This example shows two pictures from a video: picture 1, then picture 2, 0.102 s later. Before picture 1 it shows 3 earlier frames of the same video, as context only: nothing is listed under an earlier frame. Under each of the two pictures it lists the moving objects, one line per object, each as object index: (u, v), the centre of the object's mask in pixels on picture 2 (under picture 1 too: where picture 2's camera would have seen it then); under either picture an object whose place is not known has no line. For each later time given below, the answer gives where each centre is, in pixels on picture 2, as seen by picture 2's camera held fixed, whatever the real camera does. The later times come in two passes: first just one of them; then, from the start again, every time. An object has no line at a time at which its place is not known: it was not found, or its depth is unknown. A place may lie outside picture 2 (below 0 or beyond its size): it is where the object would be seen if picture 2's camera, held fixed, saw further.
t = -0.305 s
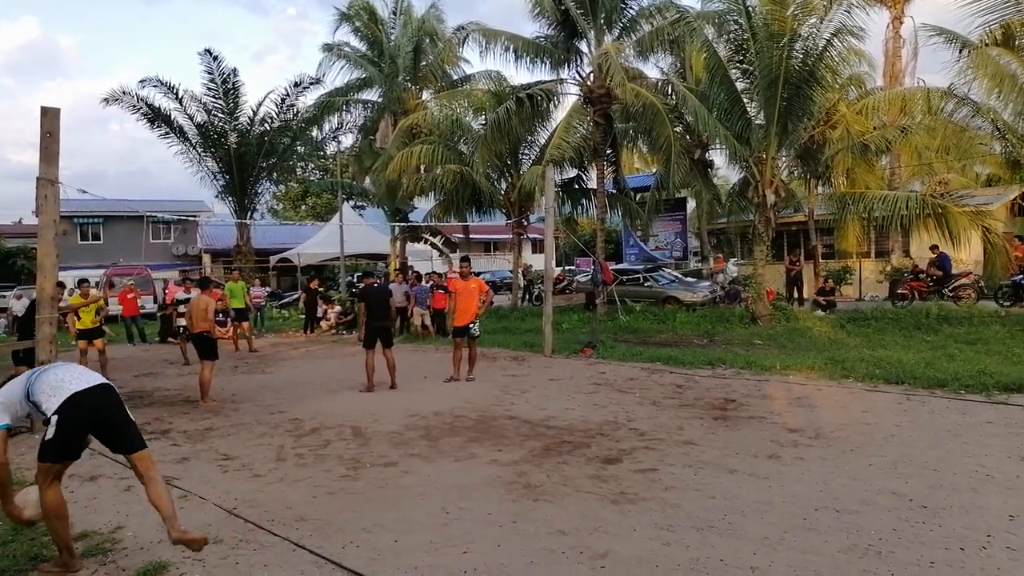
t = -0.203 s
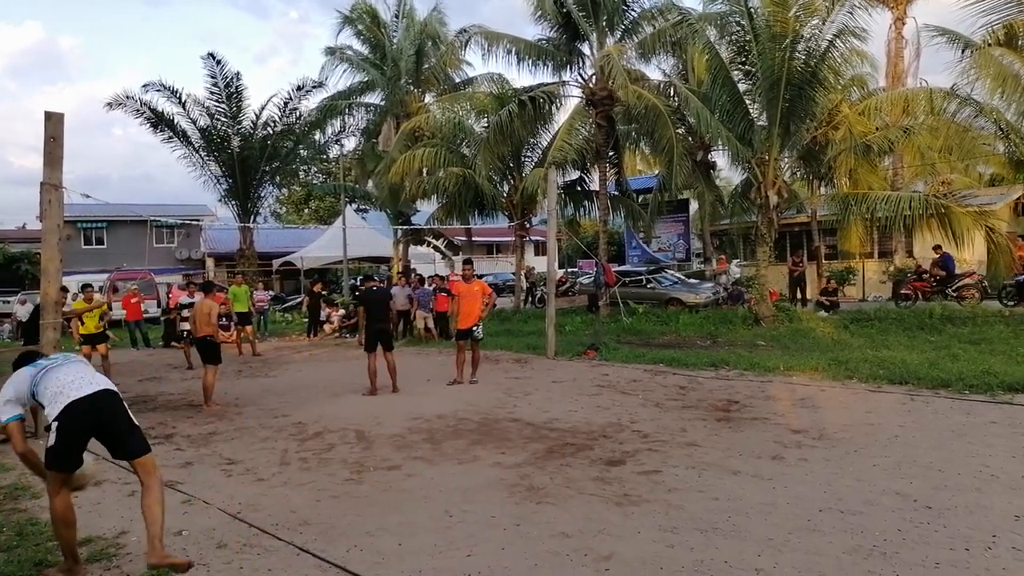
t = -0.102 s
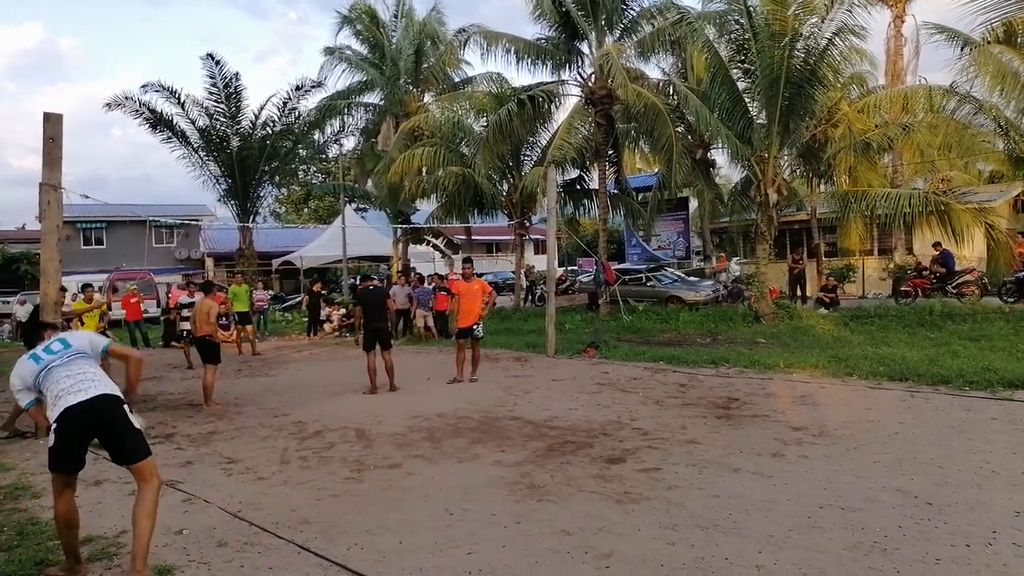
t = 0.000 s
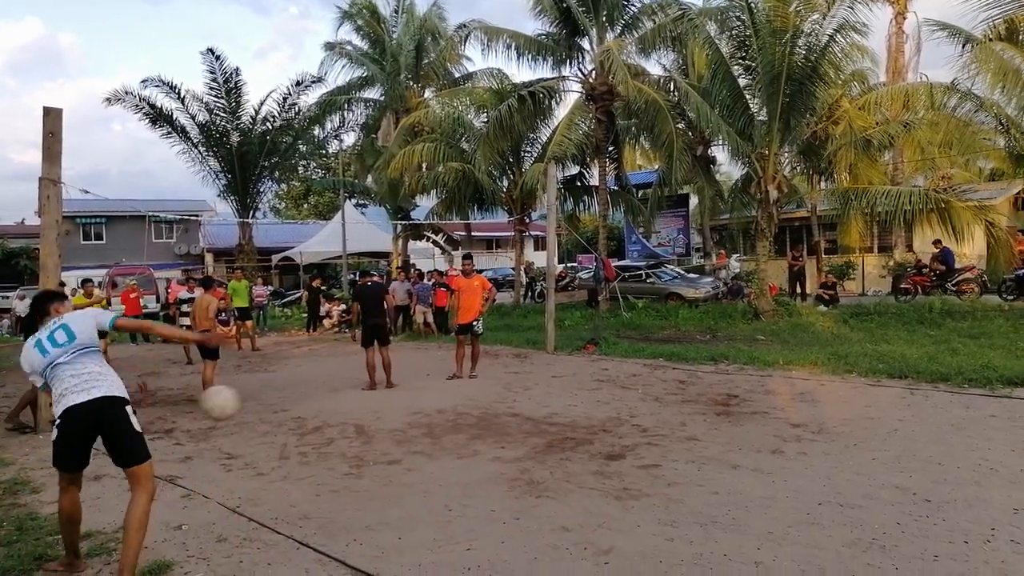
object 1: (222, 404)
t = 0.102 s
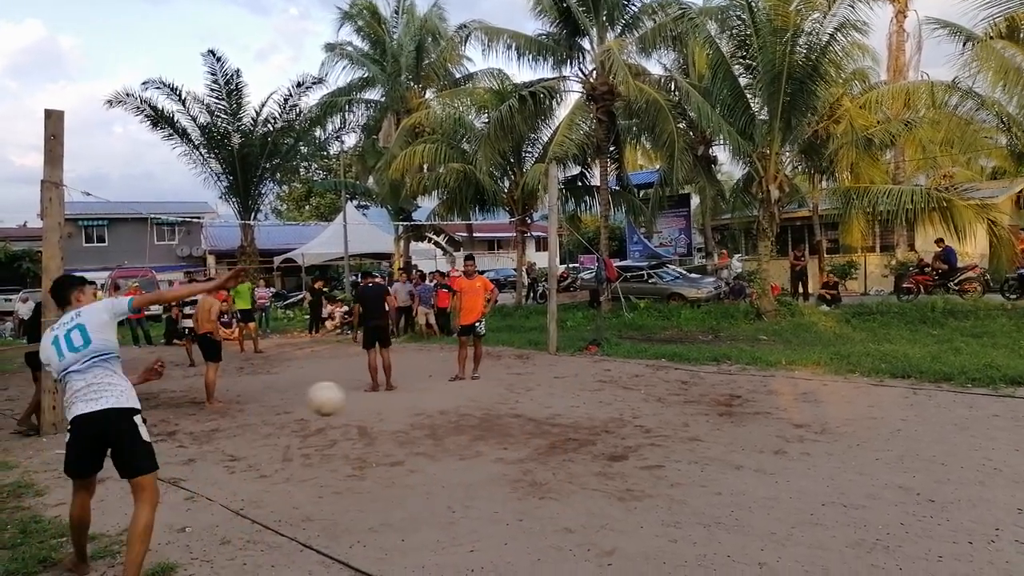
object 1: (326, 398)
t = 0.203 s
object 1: (425, 408)
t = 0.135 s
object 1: (360, 399)
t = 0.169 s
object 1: (393, 403)
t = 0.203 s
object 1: (425, 408)
